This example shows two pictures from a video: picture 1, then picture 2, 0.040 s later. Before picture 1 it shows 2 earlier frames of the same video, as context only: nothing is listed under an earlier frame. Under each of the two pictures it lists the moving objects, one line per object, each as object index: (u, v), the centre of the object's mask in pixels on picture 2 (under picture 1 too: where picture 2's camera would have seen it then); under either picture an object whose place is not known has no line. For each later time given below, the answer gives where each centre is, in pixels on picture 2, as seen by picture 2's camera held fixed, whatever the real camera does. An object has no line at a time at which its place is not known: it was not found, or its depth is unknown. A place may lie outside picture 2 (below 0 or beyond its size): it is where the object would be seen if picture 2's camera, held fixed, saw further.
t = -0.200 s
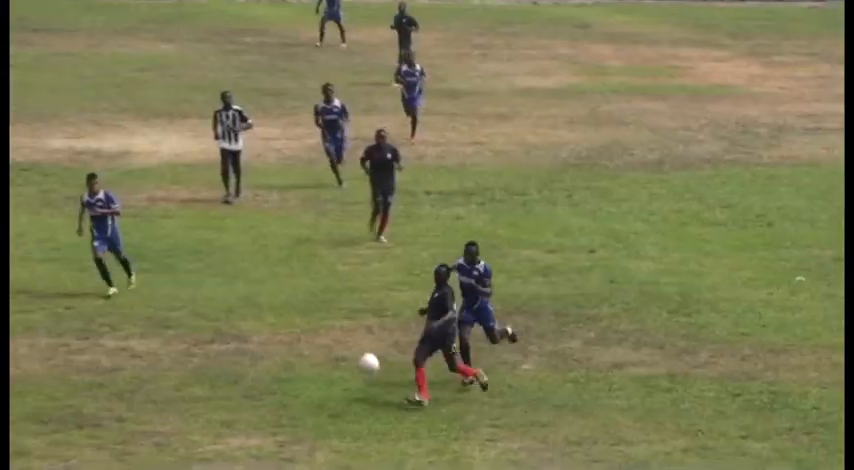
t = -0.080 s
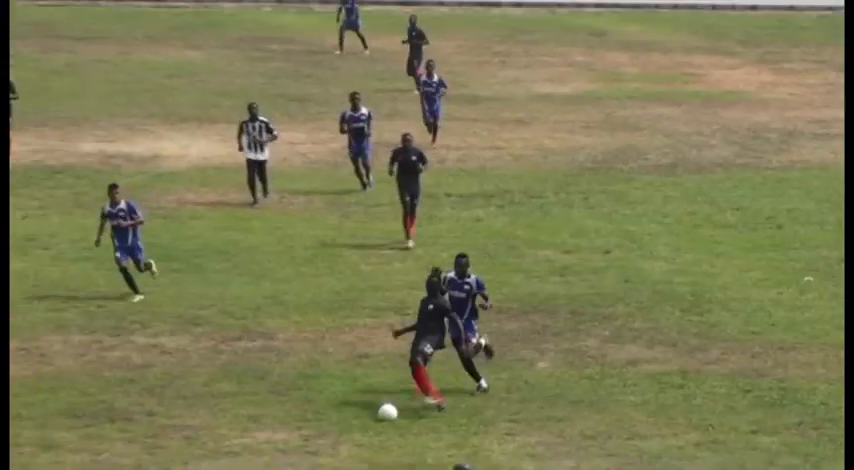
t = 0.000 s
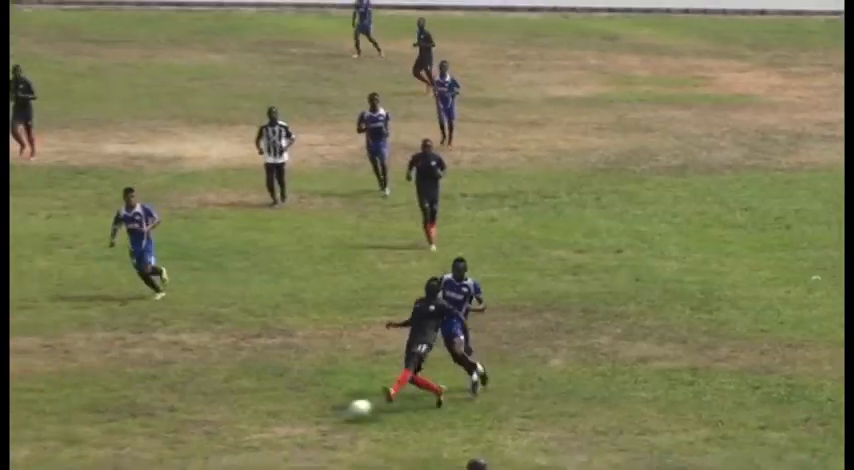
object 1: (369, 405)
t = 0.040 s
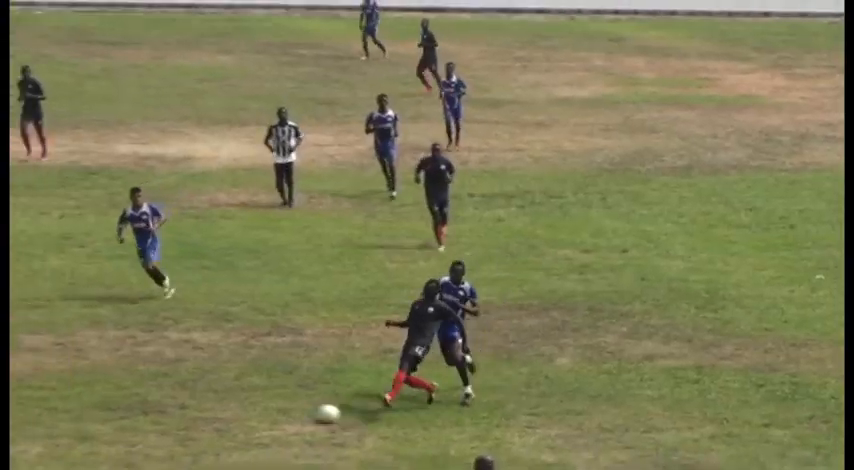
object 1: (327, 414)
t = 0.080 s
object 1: (295, 411)
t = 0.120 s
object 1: (264, 410)
